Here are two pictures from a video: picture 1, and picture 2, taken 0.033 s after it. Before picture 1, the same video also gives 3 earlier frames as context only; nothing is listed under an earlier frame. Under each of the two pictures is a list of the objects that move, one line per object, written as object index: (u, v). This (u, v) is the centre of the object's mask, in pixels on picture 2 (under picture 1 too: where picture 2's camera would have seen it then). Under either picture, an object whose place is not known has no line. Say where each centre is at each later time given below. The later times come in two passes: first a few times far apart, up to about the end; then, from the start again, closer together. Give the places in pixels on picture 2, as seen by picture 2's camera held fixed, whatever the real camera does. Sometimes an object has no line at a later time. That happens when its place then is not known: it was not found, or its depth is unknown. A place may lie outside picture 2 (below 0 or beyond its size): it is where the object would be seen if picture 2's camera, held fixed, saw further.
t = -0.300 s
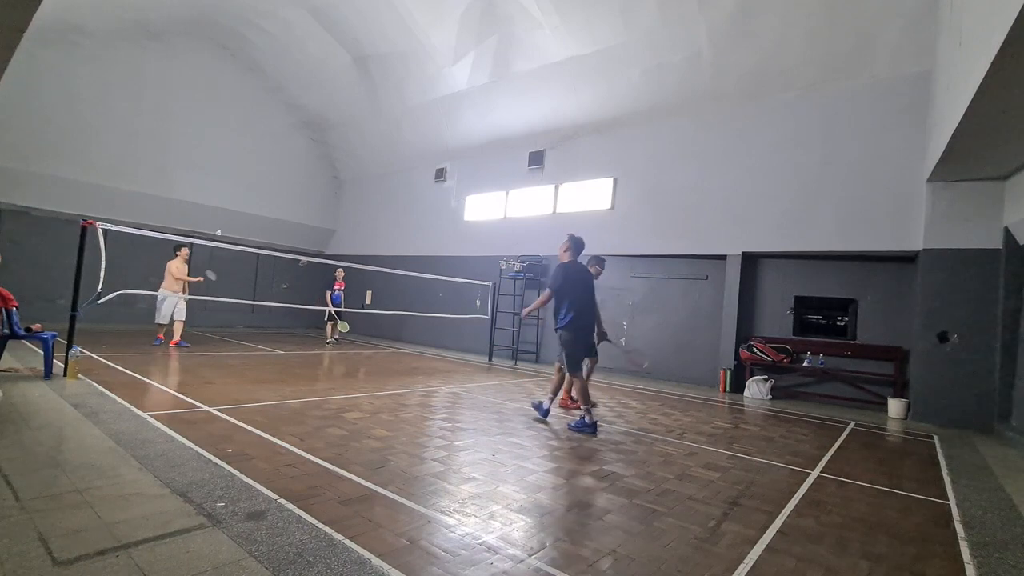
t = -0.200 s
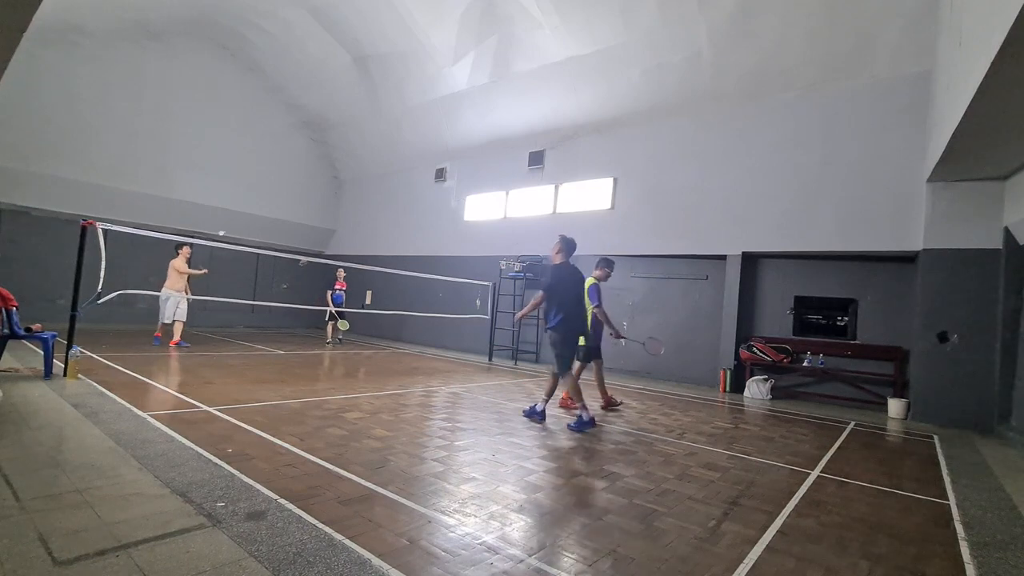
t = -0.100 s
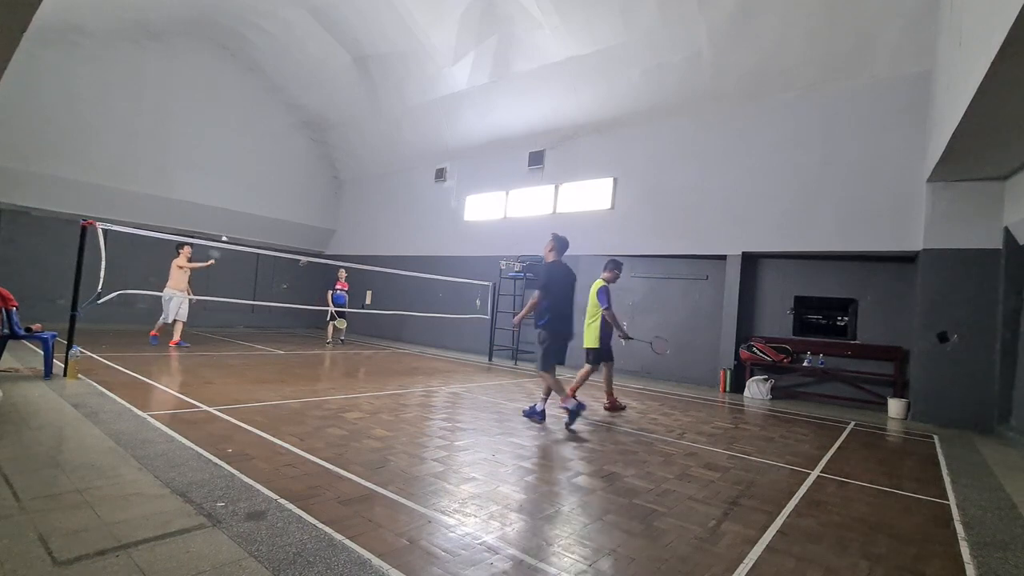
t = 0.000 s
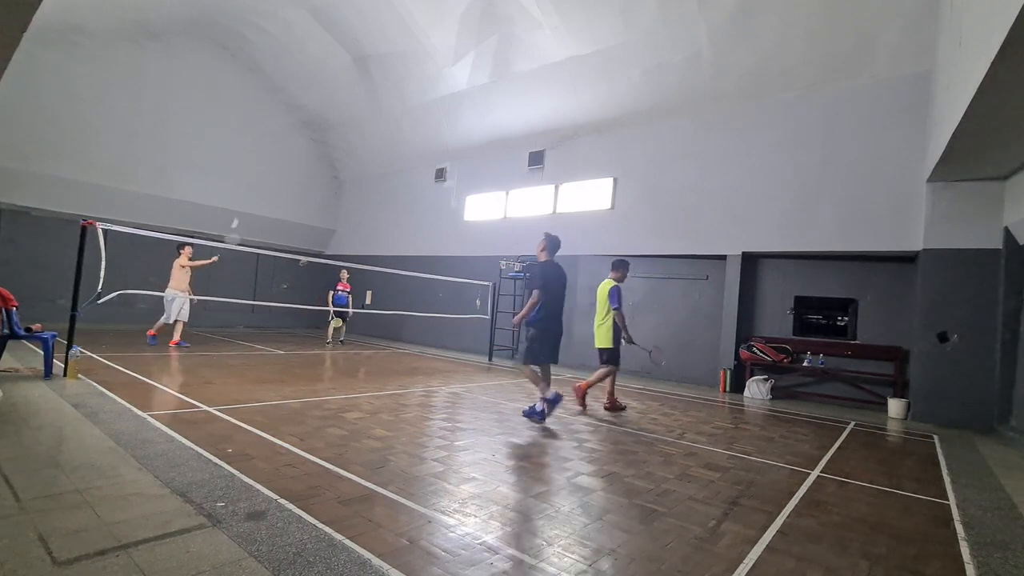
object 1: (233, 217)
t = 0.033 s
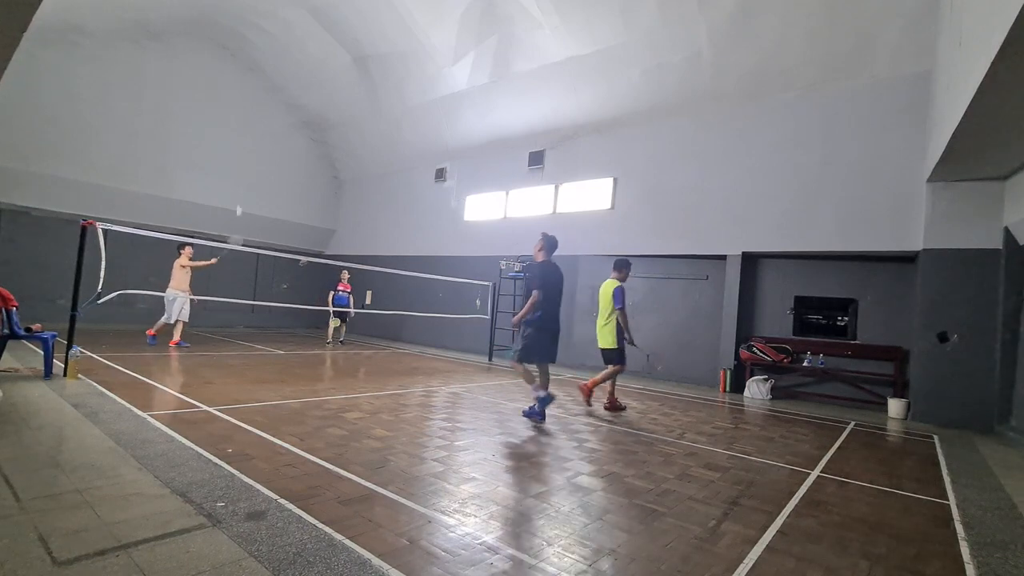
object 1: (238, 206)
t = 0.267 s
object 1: (252, 138)
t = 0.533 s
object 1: (267, 114)
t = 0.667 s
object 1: (273, 117)
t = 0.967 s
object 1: (284, 185)
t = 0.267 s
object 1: (252, 138)
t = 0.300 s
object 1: (255, 134)
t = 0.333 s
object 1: (256, 128)
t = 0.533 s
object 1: (267, 114)
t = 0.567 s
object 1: (269, 114)
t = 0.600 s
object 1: (270, 115)
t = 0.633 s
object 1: (272, 116)
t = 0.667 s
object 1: (273, 117)
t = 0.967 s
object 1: (284, 185)
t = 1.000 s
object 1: (284, 198)
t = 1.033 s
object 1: (284, 210)
